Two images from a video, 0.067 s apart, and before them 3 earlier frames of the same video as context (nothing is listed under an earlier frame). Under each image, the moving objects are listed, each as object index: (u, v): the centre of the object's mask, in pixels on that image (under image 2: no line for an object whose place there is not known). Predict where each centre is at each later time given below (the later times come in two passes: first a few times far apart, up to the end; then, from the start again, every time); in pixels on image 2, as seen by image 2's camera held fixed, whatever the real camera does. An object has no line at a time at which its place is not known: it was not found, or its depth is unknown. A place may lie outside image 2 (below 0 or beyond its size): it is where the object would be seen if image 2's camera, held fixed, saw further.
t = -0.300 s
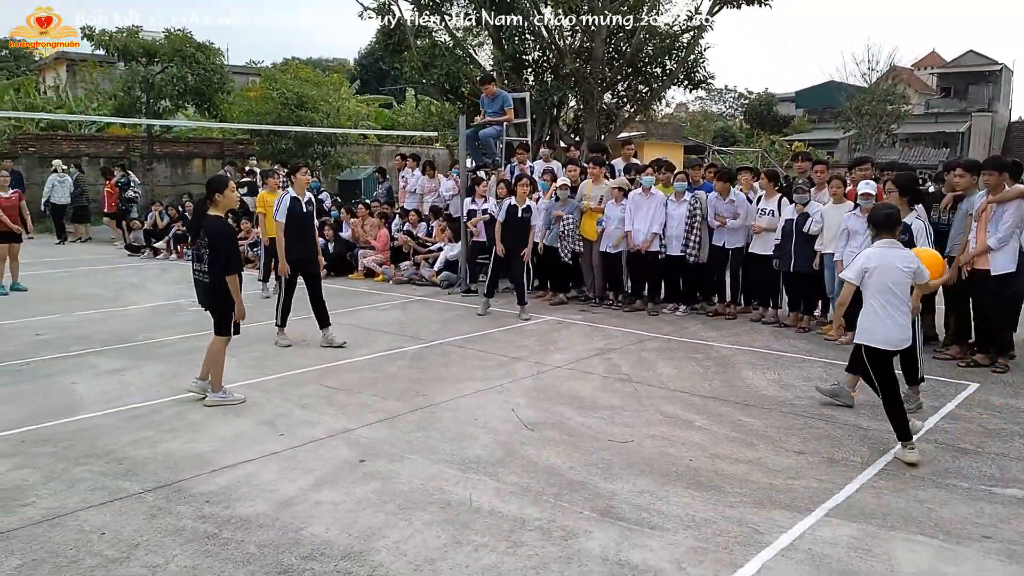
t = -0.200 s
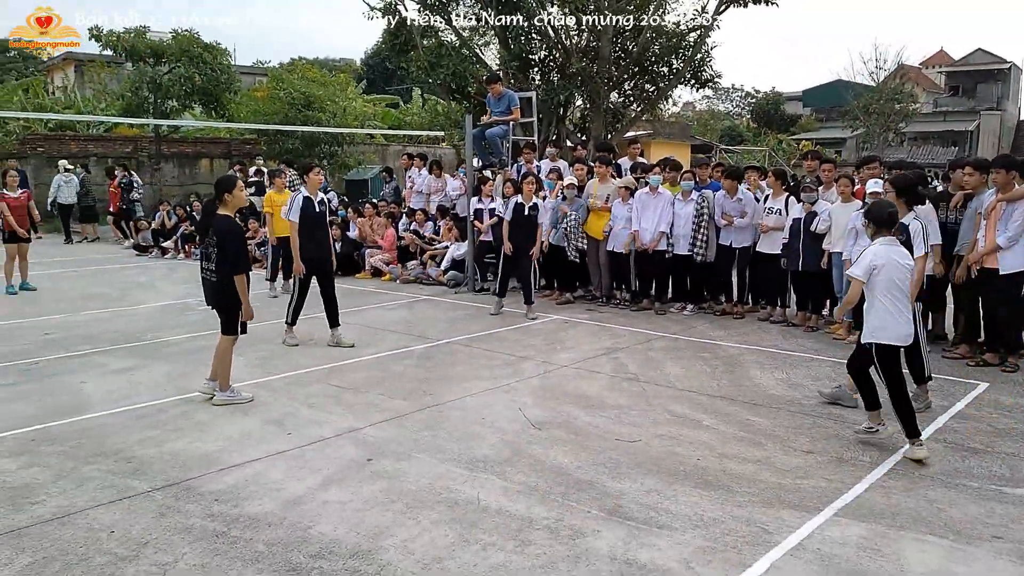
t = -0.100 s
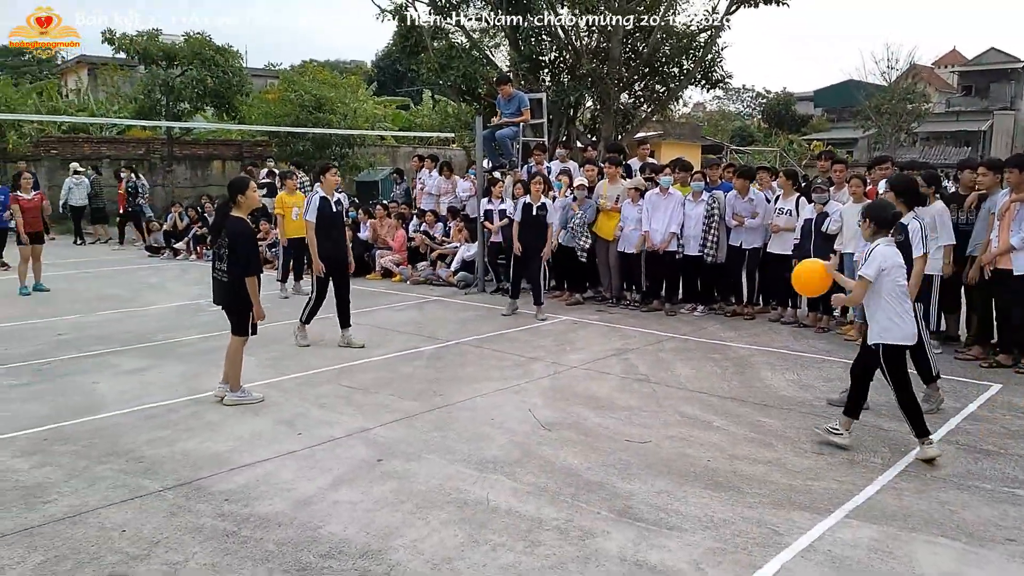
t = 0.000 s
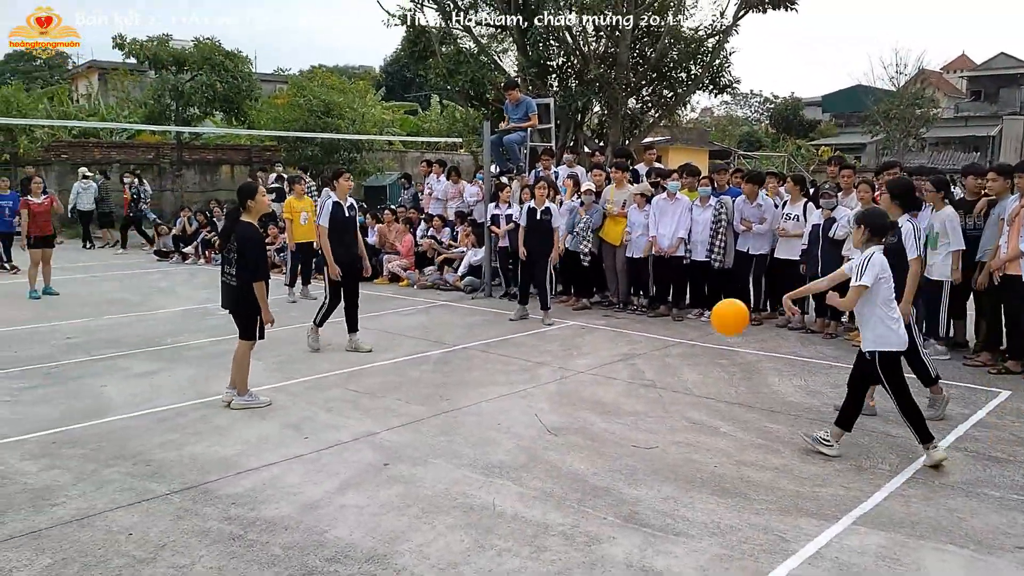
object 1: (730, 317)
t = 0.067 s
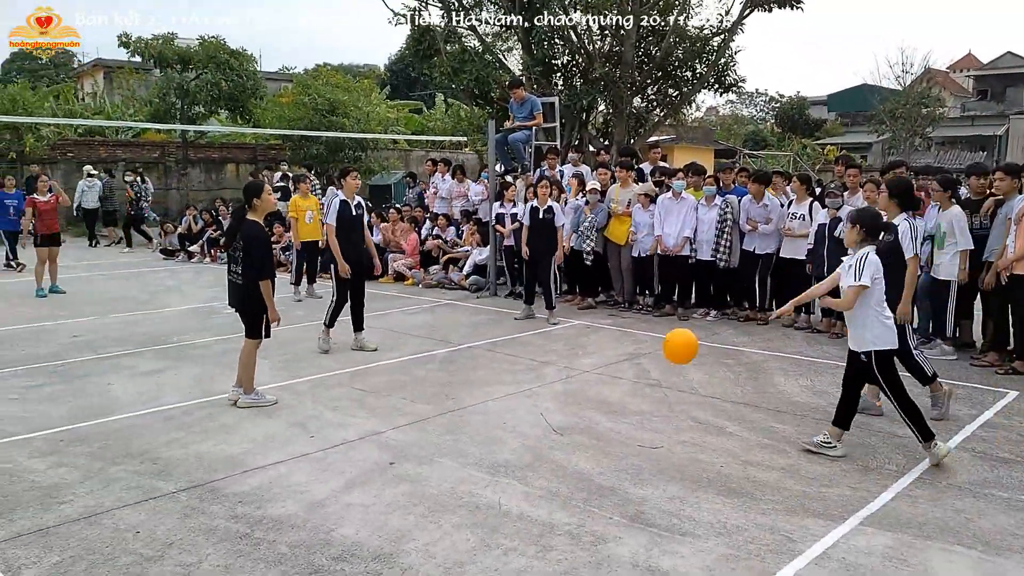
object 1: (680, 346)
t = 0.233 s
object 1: (574, 353)
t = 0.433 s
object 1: (481, 287)
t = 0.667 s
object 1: (381, 276)
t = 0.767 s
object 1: (340, 293)
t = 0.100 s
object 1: (654, 362)
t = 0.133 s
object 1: (629, 380)
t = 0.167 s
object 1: (608, 389)
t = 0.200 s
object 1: (591, 370)
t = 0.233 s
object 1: (574, 353)
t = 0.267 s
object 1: (558, 339)
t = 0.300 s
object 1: (542, 325)
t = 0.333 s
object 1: (527, 313)
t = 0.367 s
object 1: (511, 303)
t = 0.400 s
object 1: (496, 294)
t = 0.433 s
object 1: (481, 287)
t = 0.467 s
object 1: (466, 281)
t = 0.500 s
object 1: (450, 276)
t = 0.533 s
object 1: (436, 274)
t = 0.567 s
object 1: (422, 273)
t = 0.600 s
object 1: (408, 273)
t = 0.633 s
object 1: (395, 274)
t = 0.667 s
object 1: (381, 276)
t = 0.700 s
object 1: (367, 281)
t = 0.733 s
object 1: (353, 286)
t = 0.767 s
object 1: (340, 293)
